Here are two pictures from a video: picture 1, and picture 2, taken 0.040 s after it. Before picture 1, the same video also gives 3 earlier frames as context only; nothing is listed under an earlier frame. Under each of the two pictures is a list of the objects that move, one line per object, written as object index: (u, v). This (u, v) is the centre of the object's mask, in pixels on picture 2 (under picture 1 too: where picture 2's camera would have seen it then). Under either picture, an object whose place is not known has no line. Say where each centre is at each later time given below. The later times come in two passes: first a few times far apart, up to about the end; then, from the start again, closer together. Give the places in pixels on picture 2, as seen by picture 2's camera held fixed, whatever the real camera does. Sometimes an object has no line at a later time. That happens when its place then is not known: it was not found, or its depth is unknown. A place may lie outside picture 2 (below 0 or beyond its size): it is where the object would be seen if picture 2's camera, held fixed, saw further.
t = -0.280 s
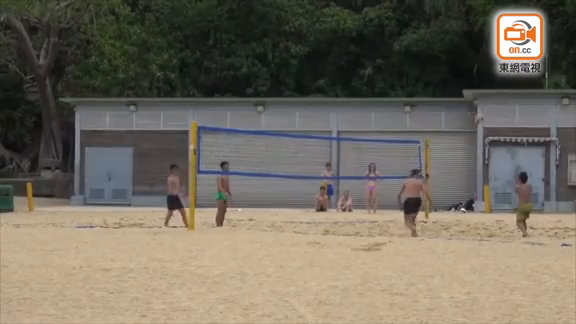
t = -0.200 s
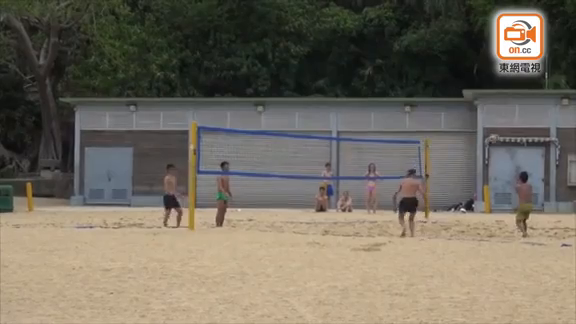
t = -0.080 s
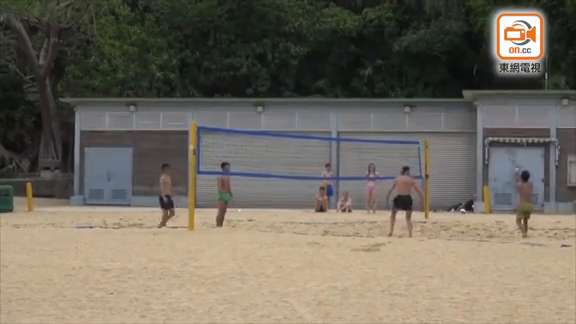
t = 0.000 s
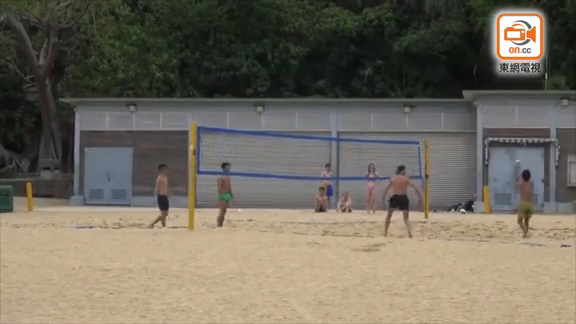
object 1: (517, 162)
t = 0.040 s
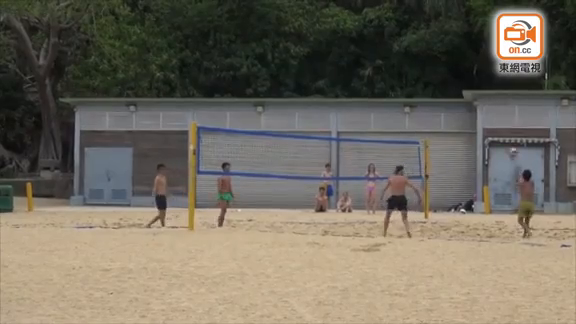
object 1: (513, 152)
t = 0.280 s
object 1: (490, 99)
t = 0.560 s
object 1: (464, 70)
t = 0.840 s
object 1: (441, 73)
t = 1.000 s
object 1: (427, 90)
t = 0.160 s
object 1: (501, 122)
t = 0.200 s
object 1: (497, 113)
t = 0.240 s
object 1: (493, 106)
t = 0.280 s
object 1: (490, 99)
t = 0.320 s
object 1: (486, 92)
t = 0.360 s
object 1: (482, 87)
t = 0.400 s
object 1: (478, 82)
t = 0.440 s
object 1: (474, 79)
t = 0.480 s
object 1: (471, 75)
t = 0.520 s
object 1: (467, 72)
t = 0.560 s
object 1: (464, 70)
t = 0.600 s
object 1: (460, 68)
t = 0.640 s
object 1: (457, 68)
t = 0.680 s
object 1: (454, 68)
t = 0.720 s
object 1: (451, 68)
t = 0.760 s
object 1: (447, 69)
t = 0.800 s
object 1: (444, 71)
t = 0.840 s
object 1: (441, 73)
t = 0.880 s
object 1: (437, 76)
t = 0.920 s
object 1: (434, 80)
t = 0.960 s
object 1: (430, 85)
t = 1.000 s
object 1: (427, 90)
